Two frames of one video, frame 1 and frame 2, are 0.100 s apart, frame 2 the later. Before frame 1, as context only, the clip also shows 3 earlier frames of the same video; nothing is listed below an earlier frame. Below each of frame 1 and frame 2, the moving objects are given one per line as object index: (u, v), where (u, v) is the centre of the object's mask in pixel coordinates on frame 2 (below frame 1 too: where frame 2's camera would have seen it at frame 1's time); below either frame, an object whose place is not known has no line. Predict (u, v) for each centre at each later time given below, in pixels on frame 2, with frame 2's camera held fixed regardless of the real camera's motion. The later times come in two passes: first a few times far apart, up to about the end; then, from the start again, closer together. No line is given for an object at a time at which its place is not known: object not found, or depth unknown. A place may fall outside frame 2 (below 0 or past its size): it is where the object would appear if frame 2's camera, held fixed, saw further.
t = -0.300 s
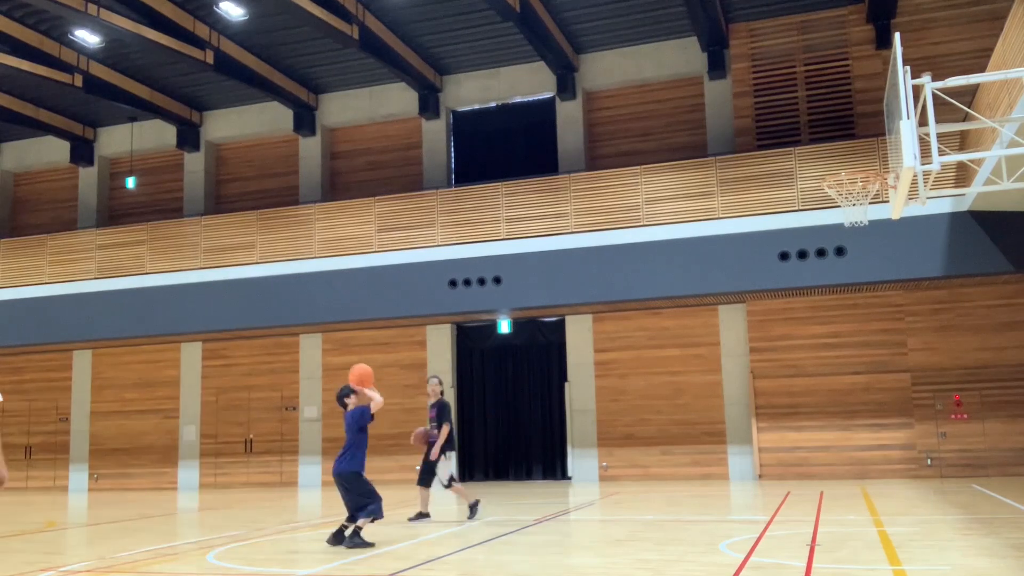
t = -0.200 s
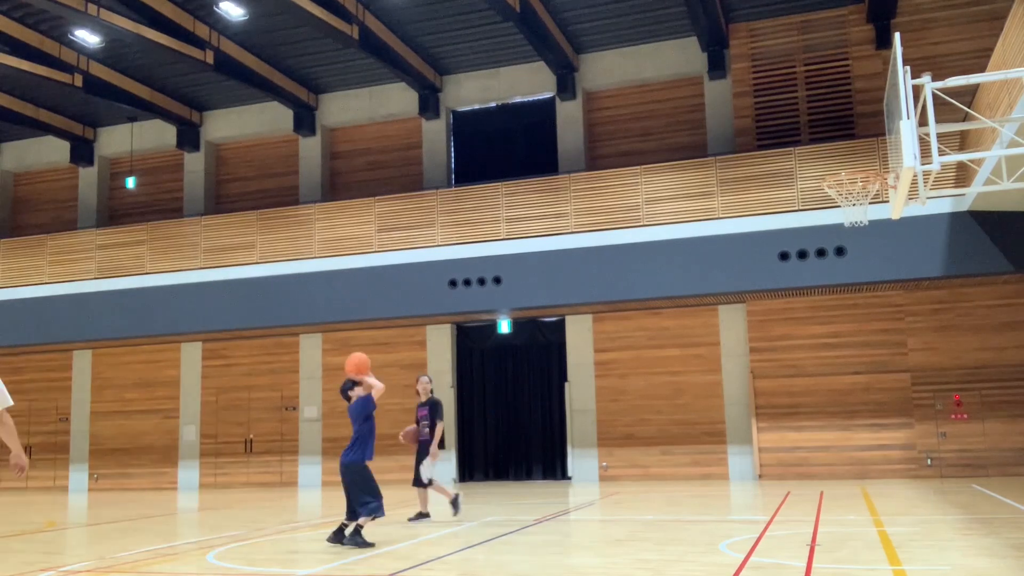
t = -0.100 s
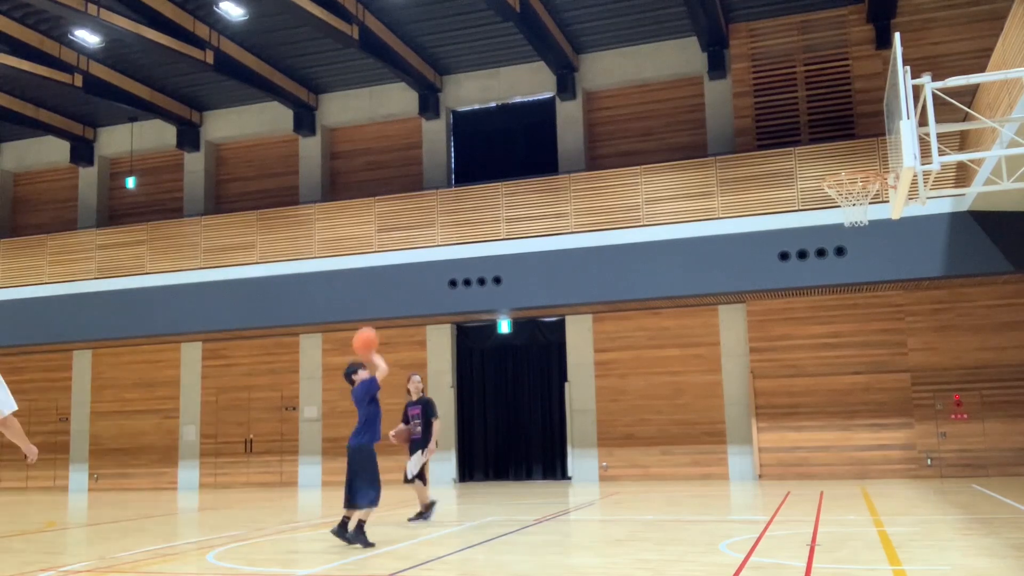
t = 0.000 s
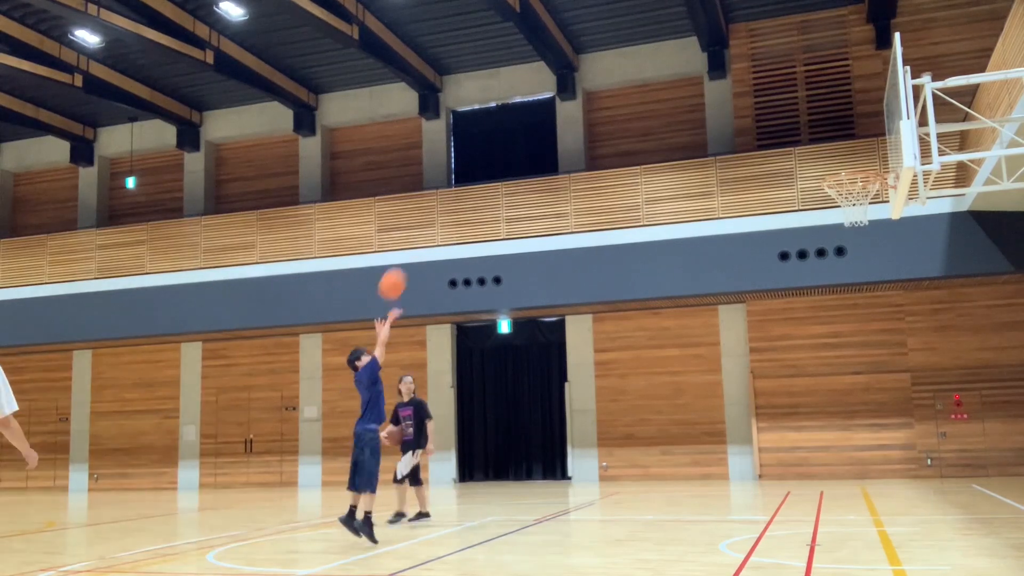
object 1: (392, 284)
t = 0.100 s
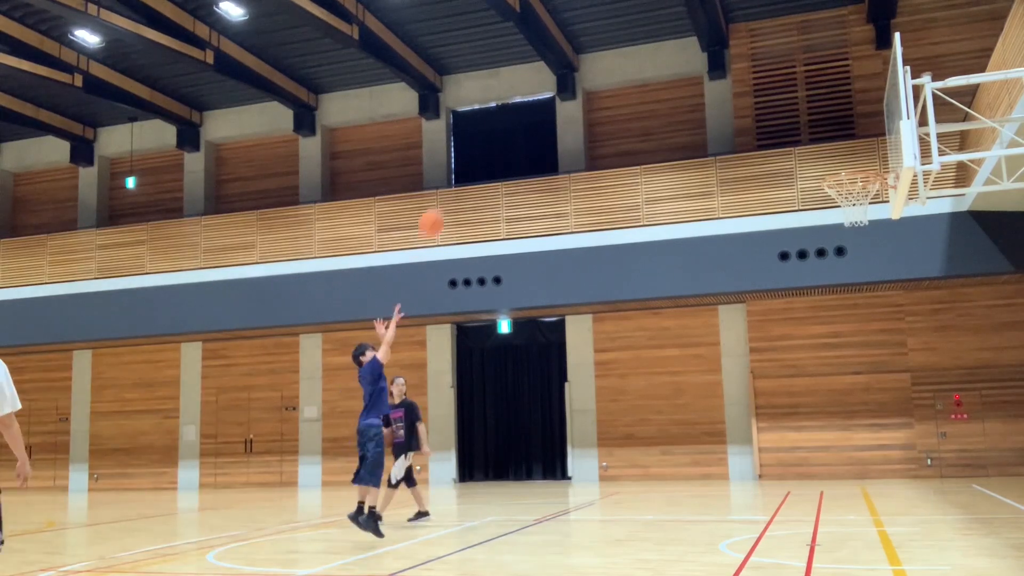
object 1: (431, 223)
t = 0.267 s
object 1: (498, 145)
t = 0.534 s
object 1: (606, 74)
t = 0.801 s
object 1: (723, 70)
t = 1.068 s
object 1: (851, 140)
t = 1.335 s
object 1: (865, 98)
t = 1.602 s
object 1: (846, 95)
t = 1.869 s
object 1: (832, 165)
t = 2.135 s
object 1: (835, 195)
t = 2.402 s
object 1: (868, 231)
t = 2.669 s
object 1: (900, 335)
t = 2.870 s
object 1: (929, 470)
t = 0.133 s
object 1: (445, 206)
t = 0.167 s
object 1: (458, 187)
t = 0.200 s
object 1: (471, 172)
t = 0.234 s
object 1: (484, 158)
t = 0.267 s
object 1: (498, 145)
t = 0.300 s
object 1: (511, 132)
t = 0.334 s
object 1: (524, 120)
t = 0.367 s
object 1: (538, 110)
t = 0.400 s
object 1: (551, 101)
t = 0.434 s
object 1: (564, 92)
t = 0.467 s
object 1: (577, 85)
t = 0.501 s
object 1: (591, 79)
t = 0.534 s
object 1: (606, 74)
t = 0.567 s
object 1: (619, 70)
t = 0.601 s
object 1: (634, 67)
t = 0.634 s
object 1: (648, 65)
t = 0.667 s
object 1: (662, 64)
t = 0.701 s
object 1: (677, 64)
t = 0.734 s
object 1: (692, 64)
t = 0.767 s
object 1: (708, 67)
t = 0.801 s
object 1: (723, 70)
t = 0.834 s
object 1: (738, 75)
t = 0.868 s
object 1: (754, 80)
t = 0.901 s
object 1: (769, 87)
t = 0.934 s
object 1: (786, 95)
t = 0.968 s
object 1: (802, 104)
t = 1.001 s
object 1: (818, 116)
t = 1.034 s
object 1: (835, 127)
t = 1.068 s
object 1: (851, 140)
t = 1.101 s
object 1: (869, 154)
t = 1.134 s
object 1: (878, 156)
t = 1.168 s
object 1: (879, 139)
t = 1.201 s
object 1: (877, 128)
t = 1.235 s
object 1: (874, 119)
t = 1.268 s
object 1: (870, 110)
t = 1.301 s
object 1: (868, 103)
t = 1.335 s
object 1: (865, 98)
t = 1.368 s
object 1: (862, 93)
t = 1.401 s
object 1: (859, 90)
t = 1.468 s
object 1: (854, 86)
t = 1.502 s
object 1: (852, 87)
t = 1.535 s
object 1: (850, 88)
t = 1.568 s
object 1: (848, 91)
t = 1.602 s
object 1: (846, 95)
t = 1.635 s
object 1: (844, 100)
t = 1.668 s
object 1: (842, 105)
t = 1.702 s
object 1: (840, 113)
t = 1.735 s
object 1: (838, 121)
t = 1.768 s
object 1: (837, 130)
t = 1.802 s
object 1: (835, 141)
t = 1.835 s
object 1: (834, 153)
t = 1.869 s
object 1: (832, 165)
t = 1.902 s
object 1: (839, 173)
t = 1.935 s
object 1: (854, 177)
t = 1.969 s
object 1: (865, 181)
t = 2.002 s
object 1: (856, 184)
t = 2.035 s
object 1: (845, 188)
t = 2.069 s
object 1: (835, 192)
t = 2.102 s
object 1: (833, 193)
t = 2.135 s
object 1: (835, 195)
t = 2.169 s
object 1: (840, 197)
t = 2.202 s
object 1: (844, 200)
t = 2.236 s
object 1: (848, 203)
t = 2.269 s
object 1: (852, 207)
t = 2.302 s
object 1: (857, 211)
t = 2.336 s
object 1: (861, 217)
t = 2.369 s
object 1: (864, 223)
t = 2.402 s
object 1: (868, 231)
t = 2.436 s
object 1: (871, 238)
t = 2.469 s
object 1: (875, 248)
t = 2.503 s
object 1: (878, 259)
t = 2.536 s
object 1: (882, 272)
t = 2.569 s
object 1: (887, 286)
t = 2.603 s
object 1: (891, 301)
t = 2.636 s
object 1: (895, 317)
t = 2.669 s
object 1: (900, 335)
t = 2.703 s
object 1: (904, 354)
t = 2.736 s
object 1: (909, 374)
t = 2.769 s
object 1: (914, 397)
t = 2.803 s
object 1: (919, 420)
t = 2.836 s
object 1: (923, 443)
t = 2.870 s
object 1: (929, 470)
